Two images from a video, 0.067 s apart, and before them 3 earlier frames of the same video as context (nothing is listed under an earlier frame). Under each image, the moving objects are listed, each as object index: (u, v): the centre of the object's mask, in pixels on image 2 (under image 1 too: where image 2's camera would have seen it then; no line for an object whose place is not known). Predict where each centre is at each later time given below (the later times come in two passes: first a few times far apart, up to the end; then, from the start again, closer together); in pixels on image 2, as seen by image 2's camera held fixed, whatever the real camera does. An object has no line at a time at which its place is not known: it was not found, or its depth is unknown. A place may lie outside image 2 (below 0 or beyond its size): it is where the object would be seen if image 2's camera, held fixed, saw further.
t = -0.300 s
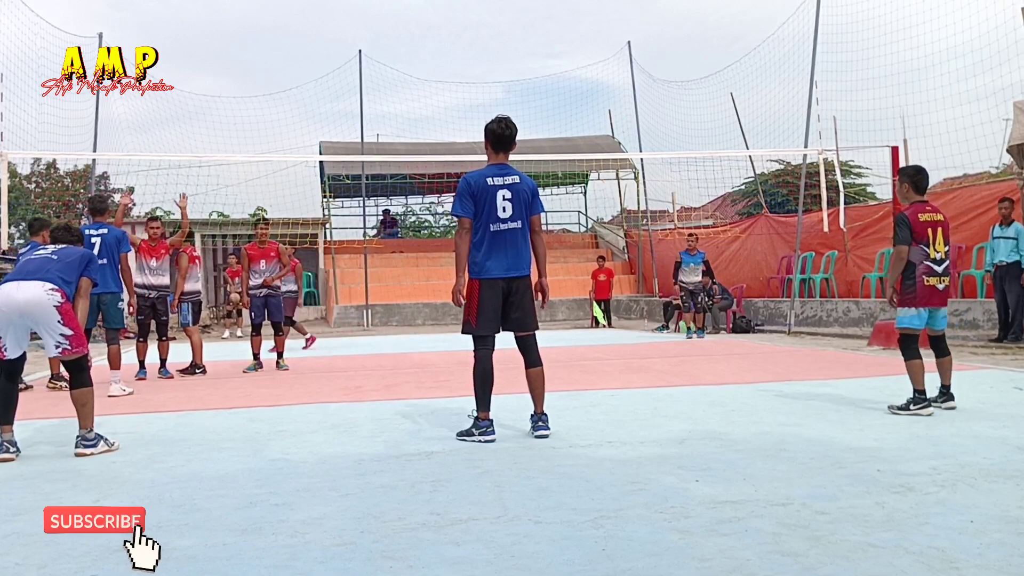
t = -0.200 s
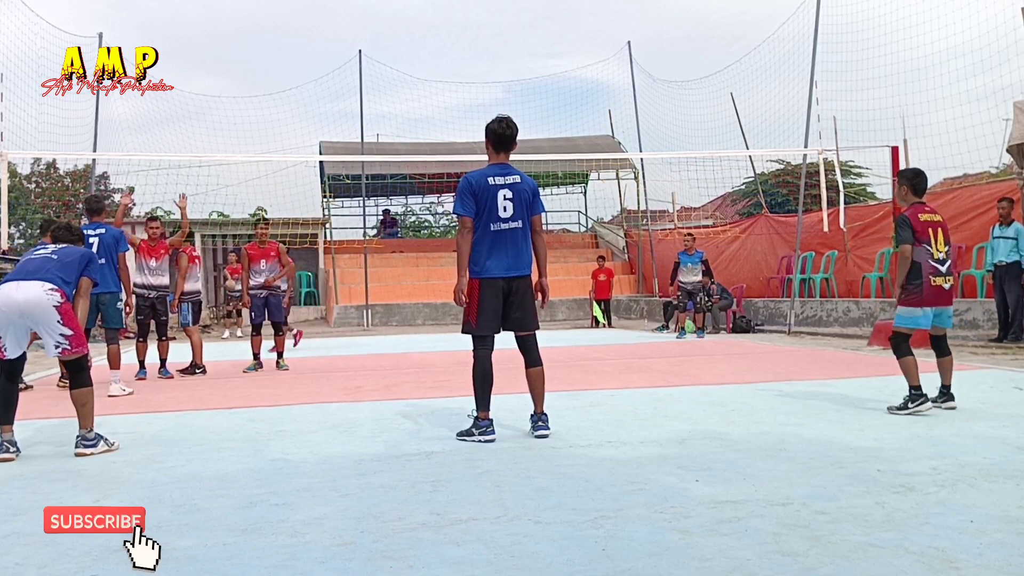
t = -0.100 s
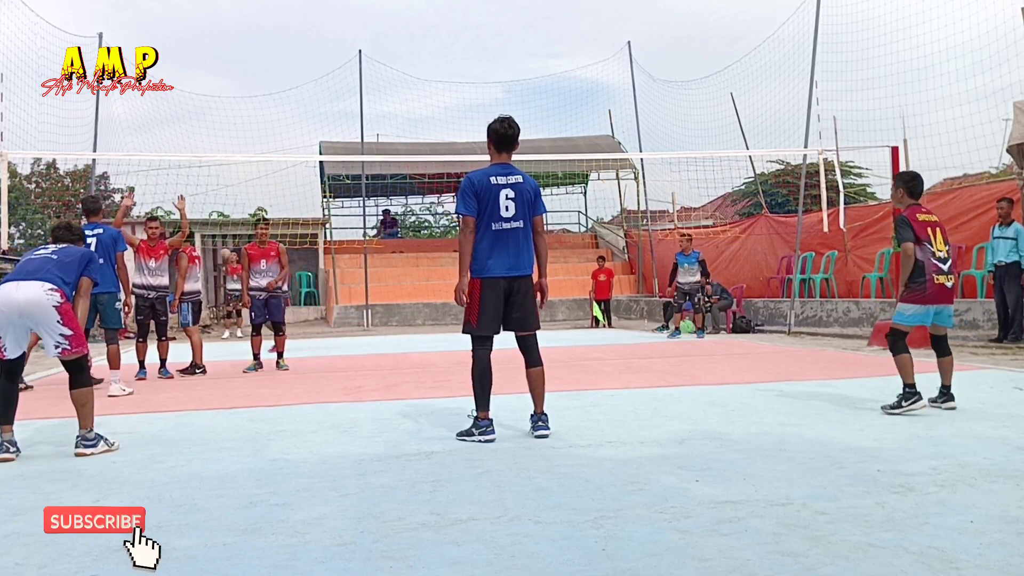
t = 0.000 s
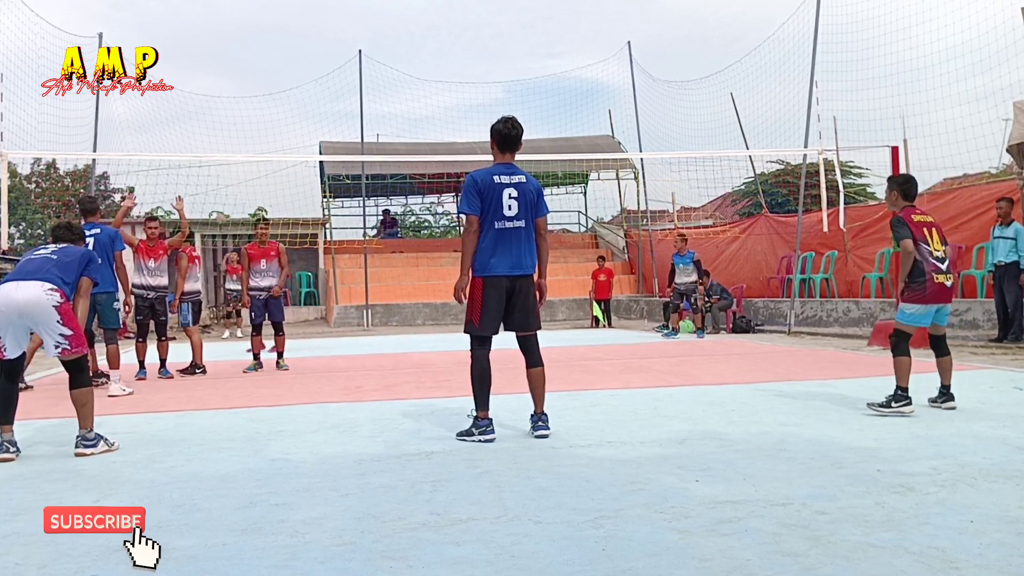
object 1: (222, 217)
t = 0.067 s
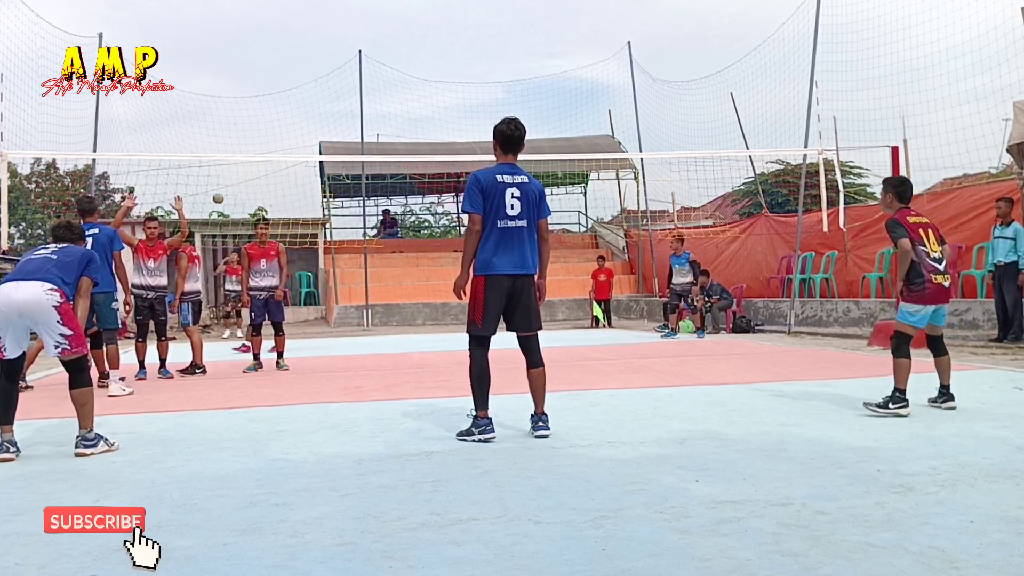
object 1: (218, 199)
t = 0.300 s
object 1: (208, 144)
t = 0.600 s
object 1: (197, 112)
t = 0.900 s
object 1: (188, 125)
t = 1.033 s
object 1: (184, 147)
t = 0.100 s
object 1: (216, 189)
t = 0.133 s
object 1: (215, 180)
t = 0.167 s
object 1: (214, 172)
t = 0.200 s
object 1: (212, 165)
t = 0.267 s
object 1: (210, 150)
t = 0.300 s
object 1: (208, 144)
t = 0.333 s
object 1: (207, 138)
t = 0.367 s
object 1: (206, 133)
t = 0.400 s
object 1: (205, 128)
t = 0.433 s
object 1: (203, 124)
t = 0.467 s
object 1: (202, 121)
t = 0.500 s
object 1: (201, 118)
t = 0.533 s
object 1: (200, 115)
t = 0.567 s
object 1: (199, 113)
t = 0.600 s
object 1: (197, 112)
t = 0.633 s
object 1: (196, 111)
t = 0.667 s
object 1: (195, 111)
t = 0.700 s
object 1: (194, 111)
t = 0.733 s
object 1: (193, 112)
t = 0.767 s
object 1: (192, 114)
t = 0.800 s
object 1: (191, 116)
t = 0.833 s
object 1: (190, 118)
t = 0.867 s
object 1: (189, 122)
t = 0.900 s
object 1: (188, 125)
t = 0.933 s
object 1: (187, 130)
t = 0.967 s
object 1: (186, 135)
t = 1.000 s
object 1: (185, 141)
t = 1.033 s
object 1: (184, 147)
